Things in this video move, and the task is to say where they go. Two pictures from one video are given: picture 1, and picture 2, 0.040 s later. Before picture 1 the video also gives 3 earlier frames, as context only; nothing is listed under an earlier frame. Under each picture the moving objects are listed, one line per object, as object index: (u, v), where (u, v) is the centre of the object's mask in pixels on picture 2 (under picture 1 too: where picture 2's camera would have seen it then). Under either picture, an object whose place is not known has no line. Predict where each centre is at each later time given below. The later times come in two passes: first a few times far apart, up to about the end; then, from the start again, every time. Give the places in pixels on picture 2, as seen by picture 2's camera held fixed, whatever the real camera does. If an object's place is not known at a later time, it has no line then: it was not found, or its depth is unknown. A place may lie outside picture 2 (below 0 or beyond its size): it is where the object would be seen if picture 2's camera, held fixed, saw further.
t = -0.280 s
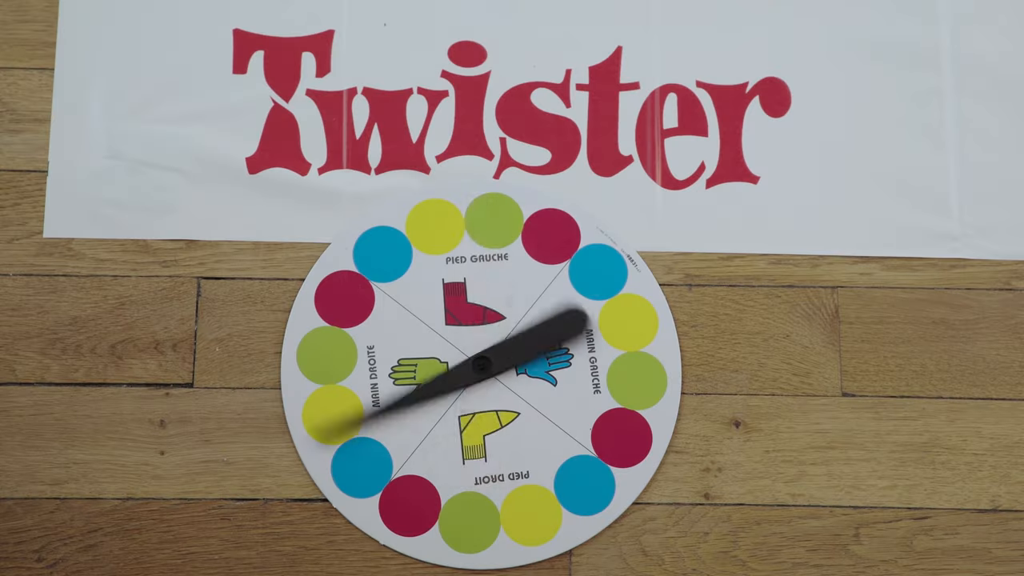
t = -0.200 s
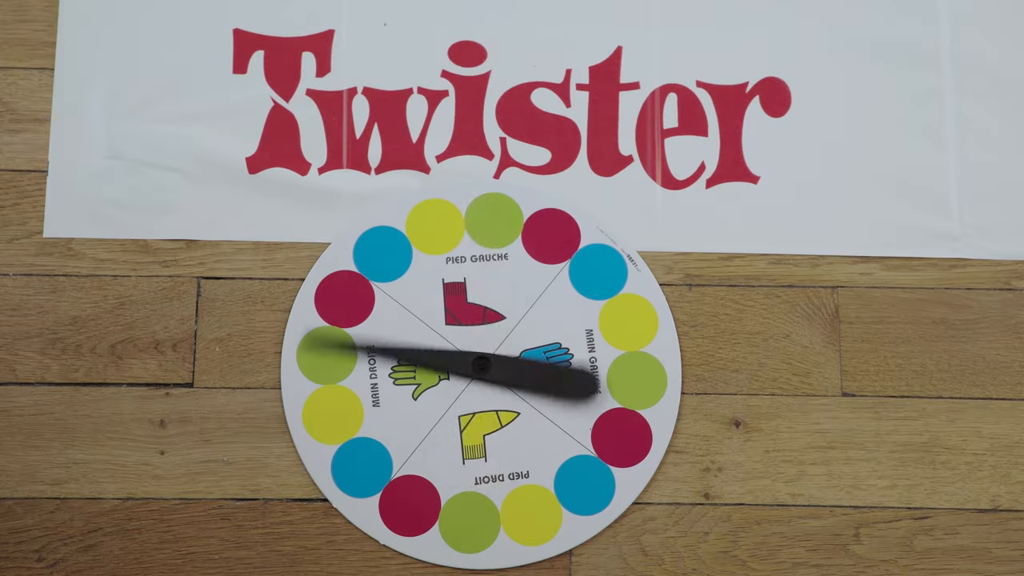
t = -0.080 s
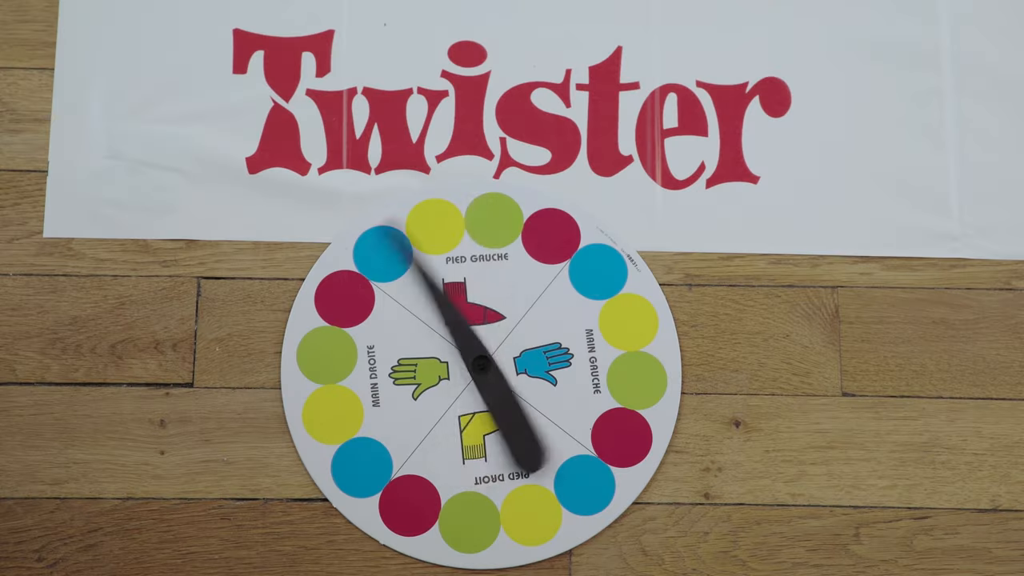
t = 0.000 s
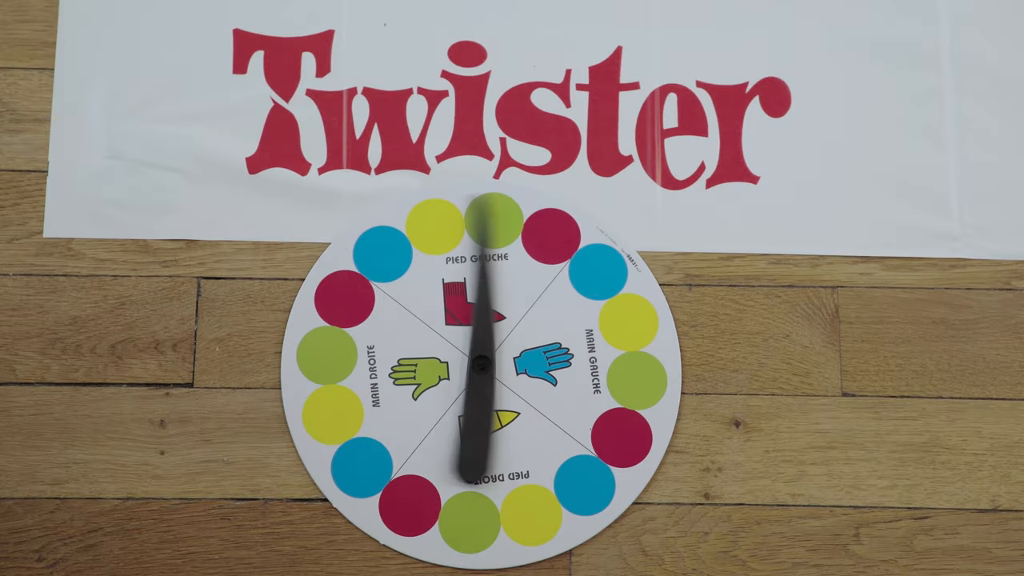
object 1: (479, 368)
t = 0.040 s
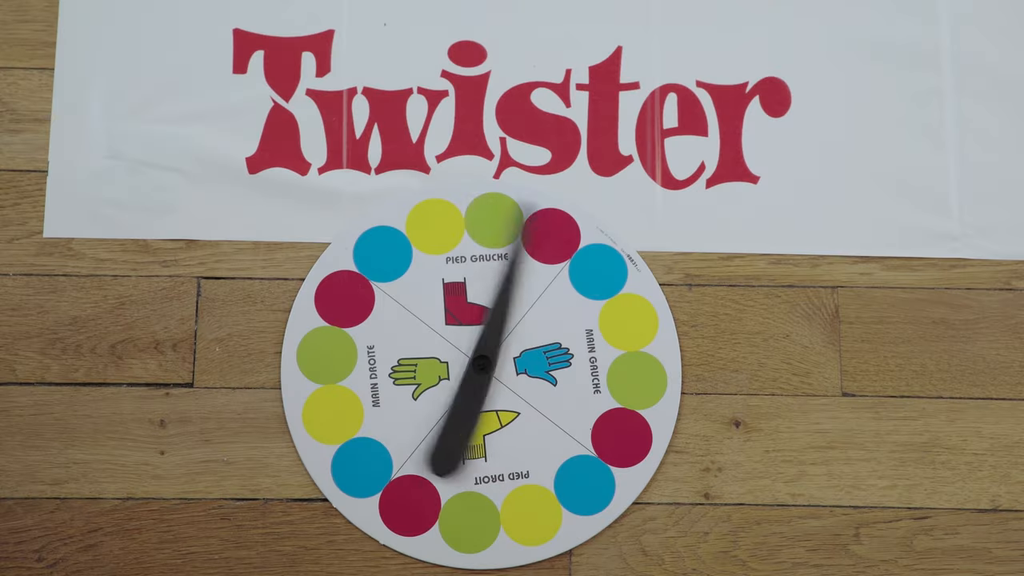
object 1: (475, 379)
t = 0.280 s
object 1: (470, 363)
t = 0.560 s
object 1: (480, 367)
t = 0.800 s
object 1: (483, 366)
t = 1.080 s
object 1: (484, 369)
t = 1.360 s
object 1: (480, 369)
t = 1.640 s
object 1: (479, 368)
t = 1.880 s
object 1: (480, 366)
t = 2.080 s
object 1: (481, 366)
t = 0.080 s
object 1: (475, 372)
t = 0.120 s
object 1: (480, 365)
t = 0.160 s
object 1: (471, 370)
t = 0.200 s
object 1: (475, 367)
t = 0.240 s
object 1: (486, 366)
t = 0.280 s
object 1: (470, 363)
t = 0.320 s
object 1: (485, 370)
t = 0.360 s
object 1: (486, 371)
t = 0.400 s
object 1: (483, 369)
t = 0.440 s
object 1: (482, 369)
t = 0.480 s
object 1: (480, 365)
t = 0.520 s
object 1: (480, 372)
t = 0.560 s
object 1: (480, 367)
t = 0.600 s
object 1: (479, 370)
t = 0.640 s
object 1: (478, 369)
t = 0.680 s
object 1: (478, 368)
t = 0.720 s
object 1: (479, 367)
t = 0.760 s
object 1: (479, 367)
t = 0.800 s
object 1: (483, 366)
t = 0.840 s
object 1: (483, 366)
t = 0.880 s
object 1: (481, 367)
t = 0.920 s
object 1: (483, 367)
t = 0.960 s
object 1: (485, 368)
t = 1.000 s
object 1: (483, 368)
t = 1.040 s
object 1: (483, 369)
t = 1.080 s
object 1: (484, 369)
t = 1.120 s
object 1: (483, 370)
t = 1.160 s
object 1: (483, 370)
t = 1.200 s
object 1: (483, 372)
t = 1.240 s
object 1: (482, 370)
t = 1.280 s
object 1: (481, 371)
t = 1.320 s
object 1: (481, 371)
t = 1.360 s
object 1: (480, 369)
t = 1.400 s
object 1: (480, 369)
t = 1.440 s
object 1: (480, 369)
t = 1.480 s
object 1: (479, 370)
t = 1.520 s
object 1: (480, 368)
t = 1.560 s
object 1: (478, 370)
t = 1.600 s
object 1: (478, 370)
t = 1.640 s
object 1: (479, 368)
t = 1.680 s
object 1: (479, 368)
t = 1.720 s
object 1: (480, 366)
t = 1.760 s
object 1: (479, 367)
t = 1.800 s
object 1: (479, 367)
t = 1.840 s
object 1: (480, 366)
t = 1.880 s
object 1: (480, 366)
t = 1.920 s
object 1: (480, 366)
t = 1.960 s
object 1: (480, 366)
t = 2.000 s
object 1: (481, 366)
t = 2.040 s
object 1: (481, 366)
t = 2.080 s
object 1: (481, 366)
